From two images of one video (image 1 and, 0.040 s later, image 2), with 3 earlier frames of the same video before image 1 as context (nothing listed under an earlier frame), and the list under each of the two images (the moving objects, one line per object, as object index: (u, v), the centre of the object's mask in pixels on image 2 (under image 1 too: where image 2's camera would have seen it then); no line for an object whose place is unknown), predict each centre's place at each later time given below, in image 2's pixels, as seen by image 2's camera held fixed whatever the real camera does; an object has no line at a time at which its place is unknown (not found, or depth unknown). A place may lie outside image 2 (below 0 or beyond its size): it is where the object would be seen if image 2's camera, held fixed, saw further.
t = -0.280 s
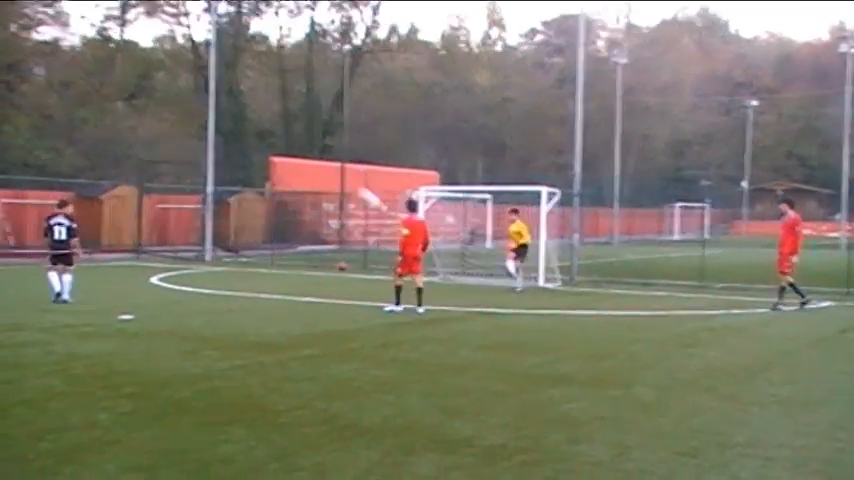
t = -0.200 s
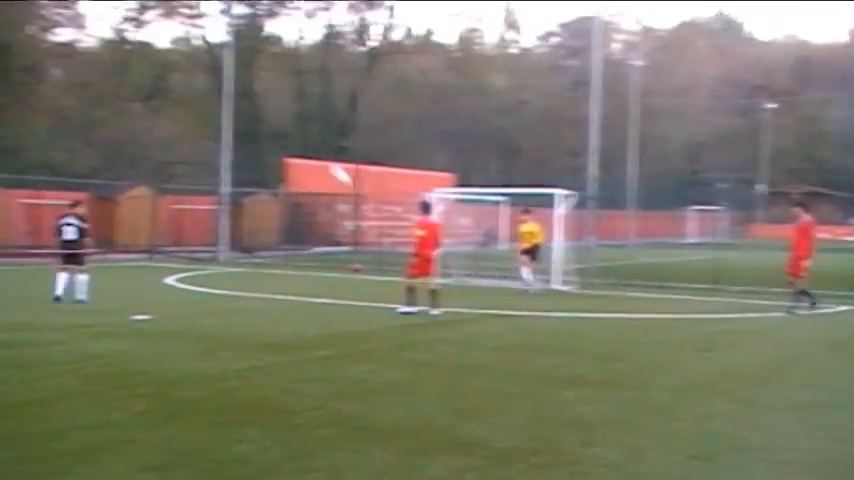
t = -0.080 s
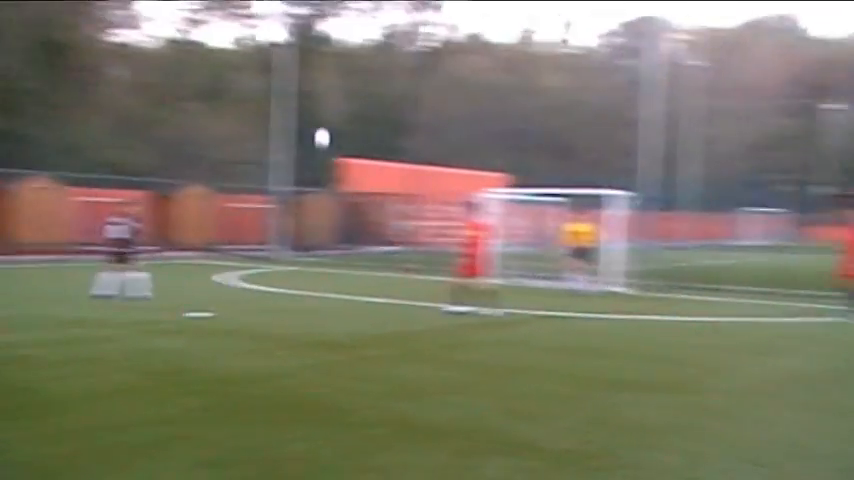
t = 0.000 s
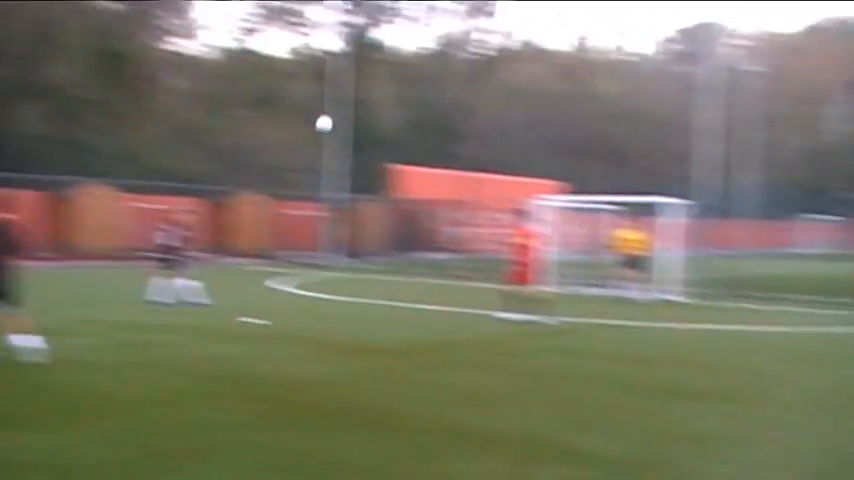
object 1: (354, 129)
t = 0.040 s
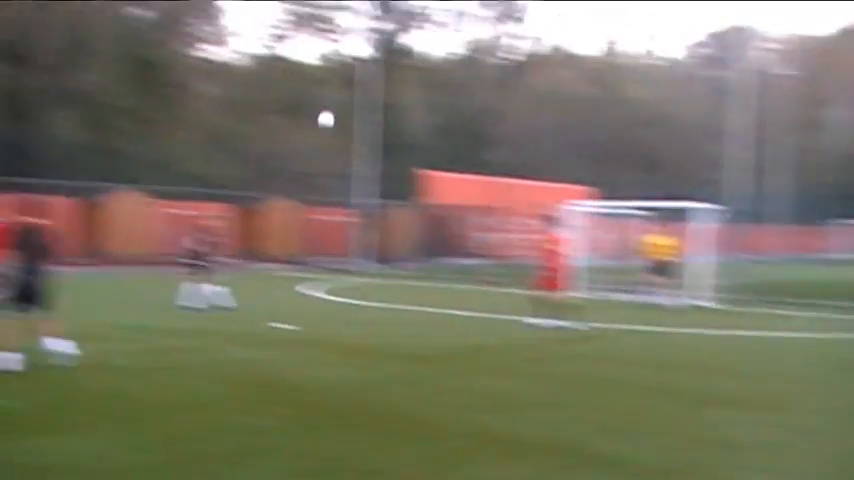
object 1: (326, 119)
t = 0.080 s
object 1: (298, 109)
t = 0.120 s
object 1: (269, 100)
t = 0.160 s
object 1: (239, 92)
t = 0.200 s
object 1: (208, 83)
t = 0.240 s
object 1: (176, 77)
